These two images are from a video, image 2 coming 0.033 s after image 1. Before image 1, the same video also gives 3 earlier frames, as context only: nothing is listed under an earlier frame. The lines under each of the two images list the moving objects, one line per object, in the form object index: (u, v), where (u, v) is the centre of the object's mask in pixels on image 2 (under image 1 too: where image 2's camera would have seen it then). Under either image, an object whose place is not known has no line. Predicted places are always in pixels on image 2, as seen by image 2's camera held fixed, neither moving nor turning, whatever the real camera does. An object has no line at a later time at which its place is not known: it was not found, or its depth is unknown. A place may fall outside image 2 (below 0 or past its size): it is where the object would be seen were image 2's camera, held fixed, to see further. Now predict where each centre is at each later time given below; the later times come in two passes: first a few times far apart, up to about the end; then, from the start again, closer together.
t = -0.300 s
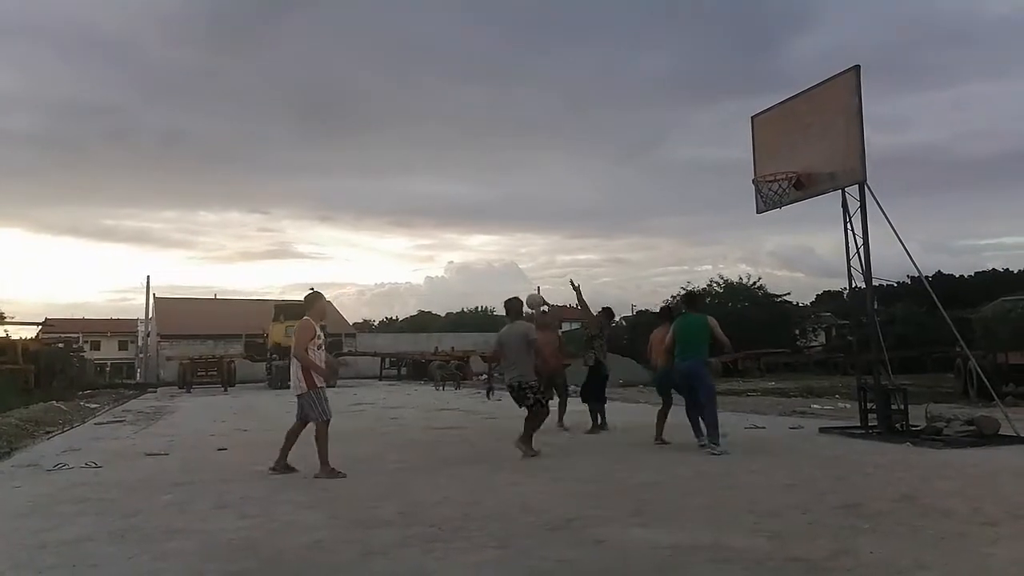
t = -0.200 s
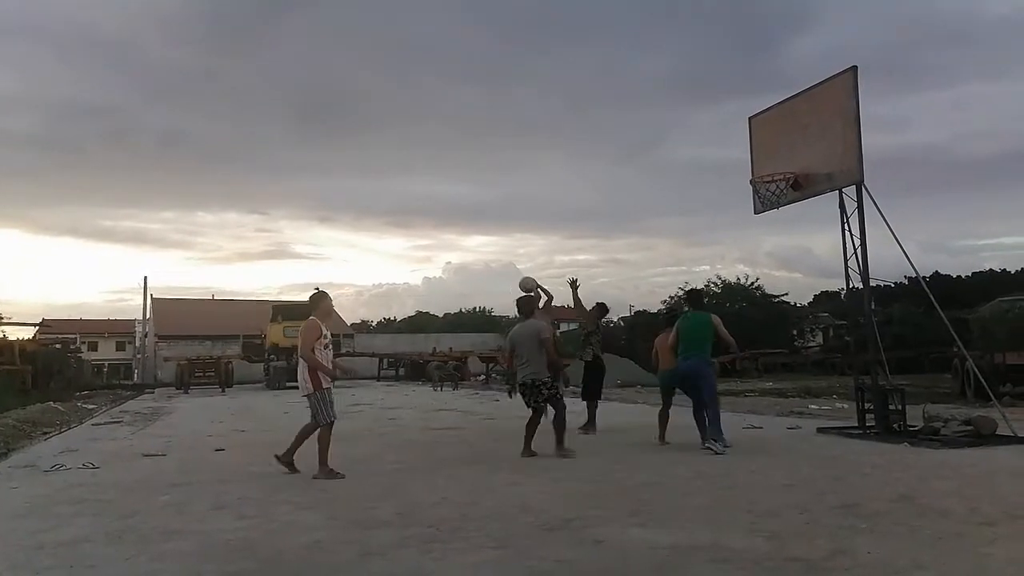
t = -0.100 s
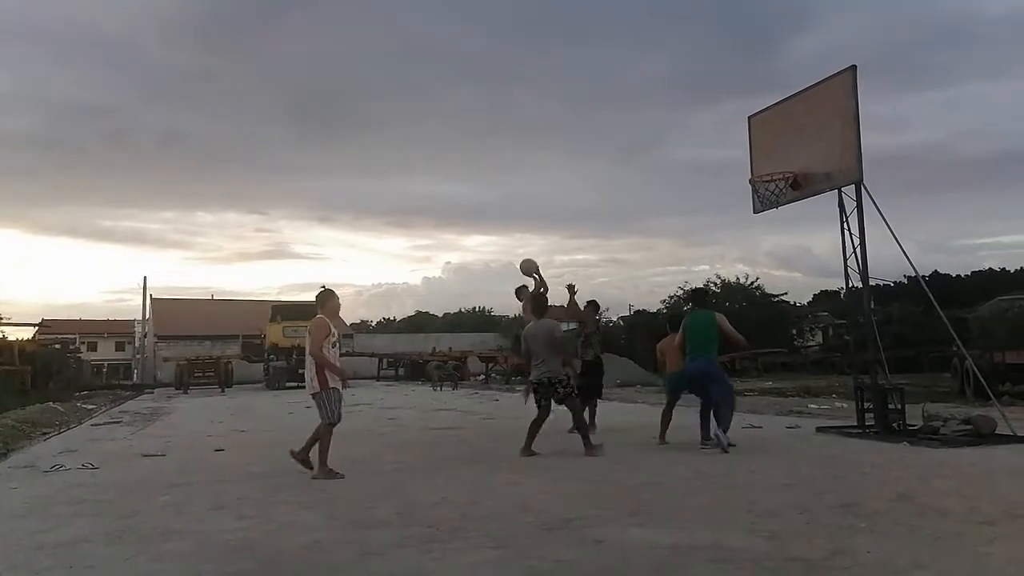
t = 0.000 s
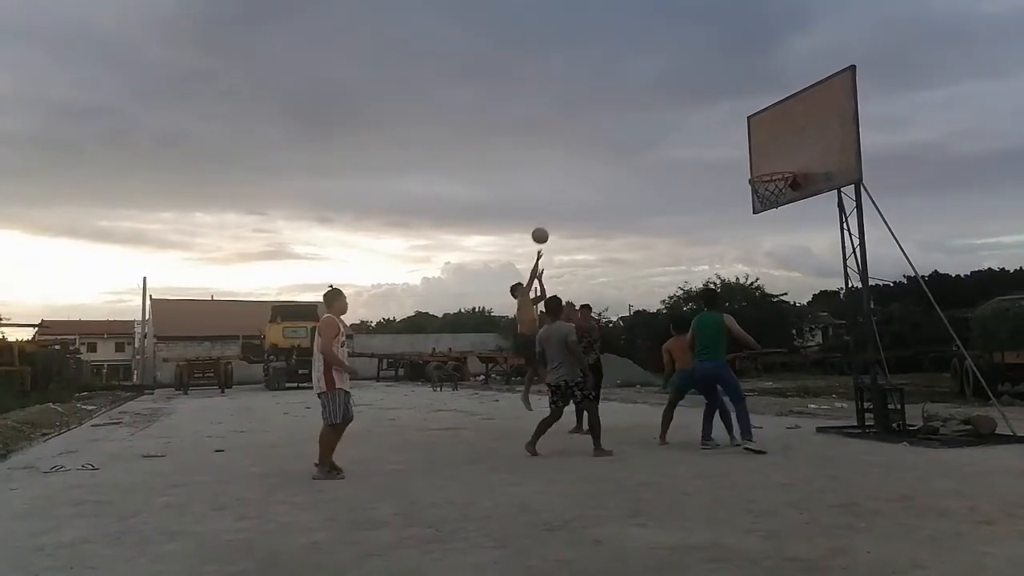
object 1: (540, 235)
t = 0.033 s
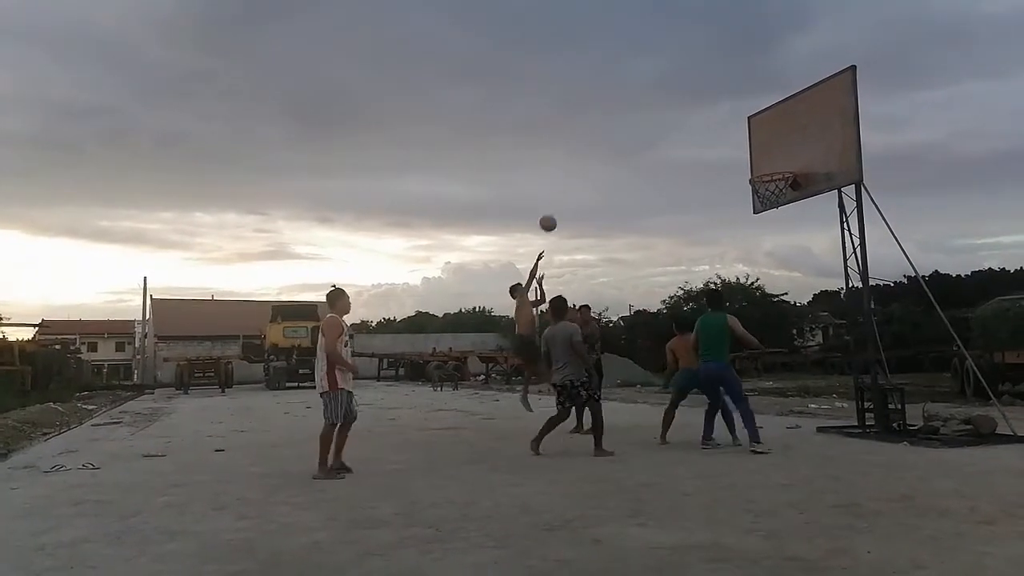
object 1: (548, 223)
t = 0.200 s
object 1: (587, 172)
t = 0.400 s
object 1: (639, 135)
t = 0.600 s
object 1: (696, 128)
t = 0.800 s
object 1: (757, 154)
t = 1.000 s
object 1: (769, 193)
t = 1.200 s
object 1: (769, 207)
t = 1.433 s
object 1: (772, 264)
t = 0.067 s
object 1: (556, 211)
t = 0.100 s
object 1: (563, 201)
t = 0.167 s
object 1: (579, 180)
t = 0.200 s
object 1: (587, 172)
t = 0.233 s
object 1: (596, 163)
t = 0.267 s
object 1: (604, 156)
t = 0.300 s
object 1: (612, 150)
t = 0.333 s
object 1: (621, 144)
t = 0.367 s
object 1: (629, 139)
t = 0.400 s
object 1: (639, 135)
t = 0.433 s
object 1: (648, 132)
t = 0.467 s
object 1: (657, 129)
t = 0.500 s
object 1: (666, 128)
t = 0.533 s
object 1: (676, 127)
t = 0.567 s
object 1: (685, 127)
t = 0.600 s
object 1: (696, 128)
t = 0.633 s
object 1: (705, 130)
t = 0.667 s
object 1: (715, 132)
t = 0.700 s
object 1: (725, 136)
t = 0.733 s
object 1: (736, 141)
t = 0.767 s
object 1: (746, 148)
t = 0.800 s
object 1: (757, 154)
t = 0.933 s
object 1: (773, 186)
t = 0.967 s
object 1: (779, 186)
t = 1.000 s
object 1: (769, 193)
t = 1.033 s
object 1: (765, 196)
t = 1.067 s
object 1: (764, 197)
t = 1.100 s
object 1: (762, 198)
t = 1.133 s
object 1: (760, 198)
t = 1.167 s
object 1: (762, 199)
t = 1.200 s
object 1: (769, 207)
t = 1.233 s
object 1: (769, 213)
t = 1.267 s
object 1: (769, 217)
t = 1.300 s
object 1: (770, 224)
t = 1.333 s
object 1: (771, 233)
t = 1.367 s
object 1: (771, 242)
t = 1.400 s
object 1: (772, 252)
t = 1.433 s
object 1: (772, 264)
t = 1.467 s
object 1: (773, 277)
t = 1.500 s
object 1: (774, 290)
